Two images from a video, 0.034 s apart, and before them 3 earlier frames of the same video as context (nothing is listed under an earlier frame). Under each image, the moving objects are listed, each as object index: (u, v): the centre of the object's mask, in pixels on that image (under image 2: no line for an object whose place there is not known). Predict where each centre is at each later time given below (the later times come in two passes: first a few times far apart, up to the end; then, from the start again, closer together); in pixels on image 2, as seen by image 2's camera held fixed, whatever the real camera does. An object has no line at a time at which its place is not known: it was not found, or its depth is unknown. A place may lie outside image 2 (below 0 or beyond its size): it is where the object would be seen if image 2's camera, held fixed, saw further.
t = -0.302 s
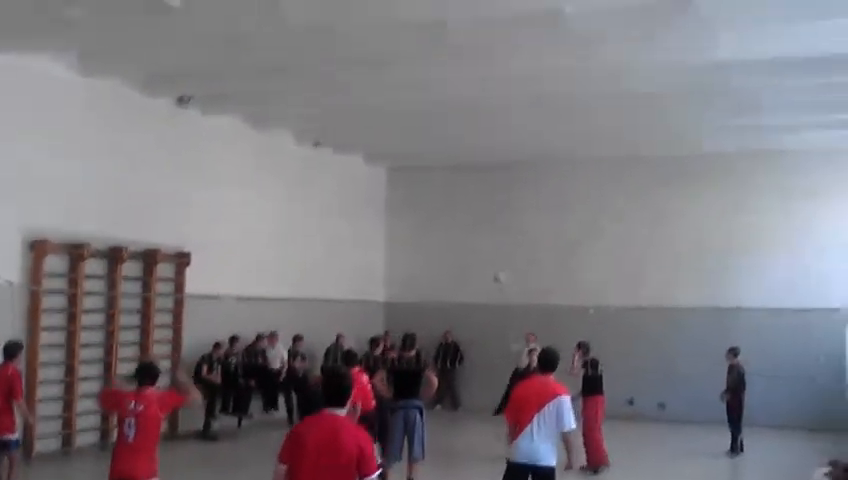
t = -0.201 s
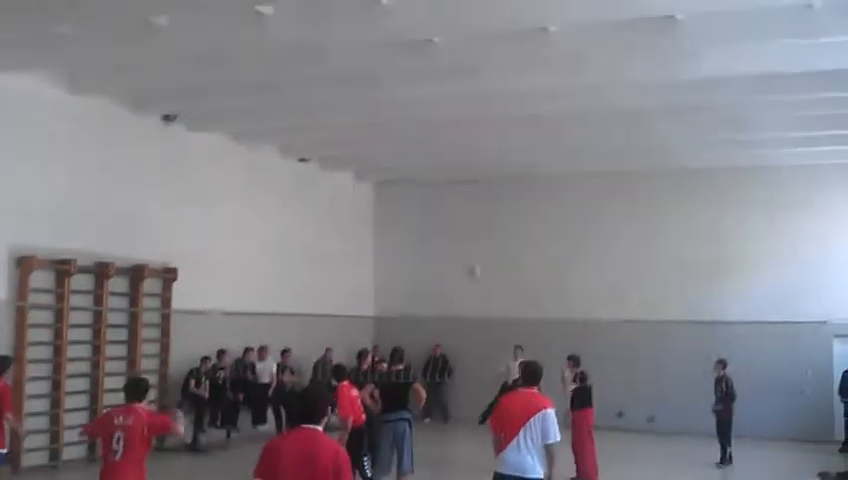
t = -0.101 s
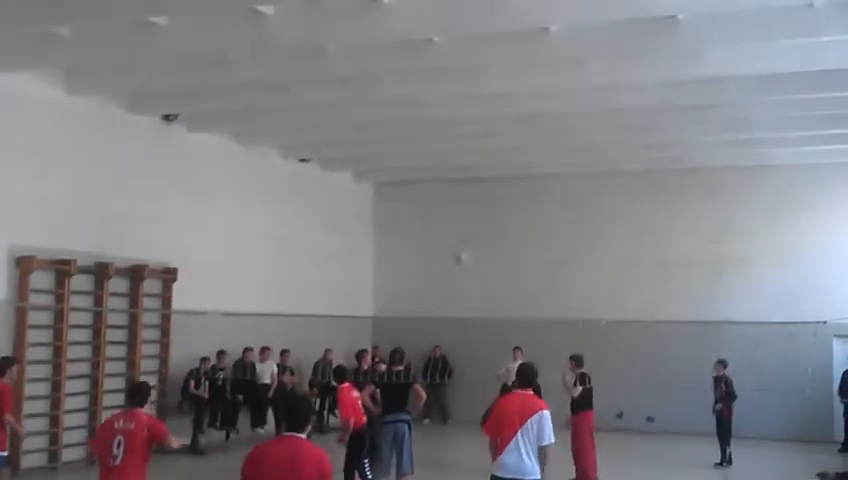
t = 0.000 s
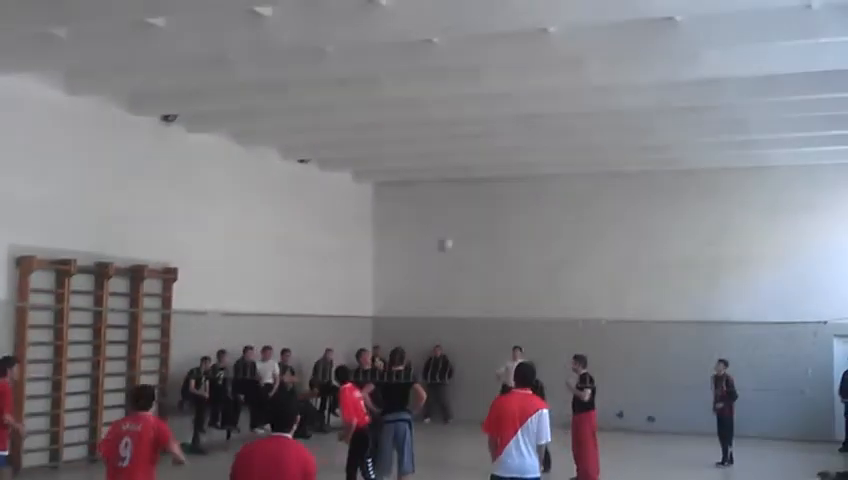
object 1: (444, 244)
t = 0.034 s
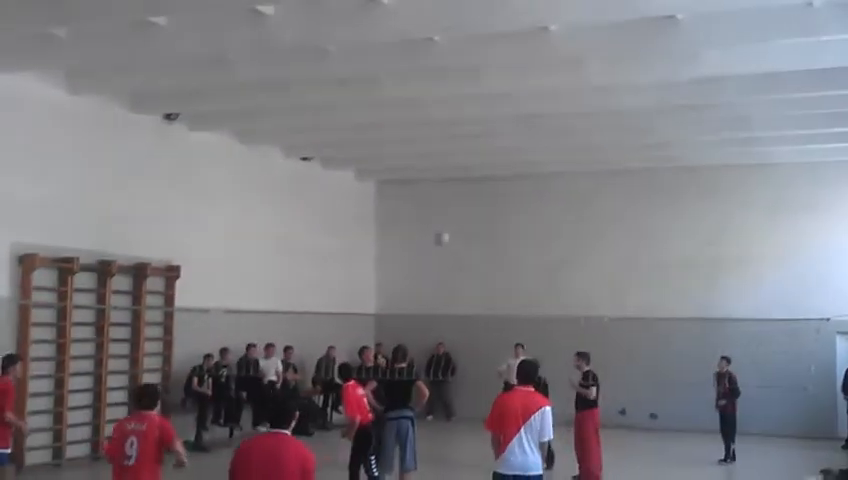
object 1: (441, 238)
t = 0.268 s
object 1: (393, 233)
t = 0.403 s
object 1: (363, 248)
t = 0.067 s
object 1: (431, 238)
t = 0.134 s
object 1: (418, 235)
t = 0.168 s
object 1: (412, 234)
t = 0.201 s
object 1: (407, 234)
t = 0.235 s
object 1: (399, 232)
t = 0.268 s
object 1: (393, 233)
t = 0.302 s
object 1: (388, 238)
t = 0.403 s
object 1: (363, 248)
